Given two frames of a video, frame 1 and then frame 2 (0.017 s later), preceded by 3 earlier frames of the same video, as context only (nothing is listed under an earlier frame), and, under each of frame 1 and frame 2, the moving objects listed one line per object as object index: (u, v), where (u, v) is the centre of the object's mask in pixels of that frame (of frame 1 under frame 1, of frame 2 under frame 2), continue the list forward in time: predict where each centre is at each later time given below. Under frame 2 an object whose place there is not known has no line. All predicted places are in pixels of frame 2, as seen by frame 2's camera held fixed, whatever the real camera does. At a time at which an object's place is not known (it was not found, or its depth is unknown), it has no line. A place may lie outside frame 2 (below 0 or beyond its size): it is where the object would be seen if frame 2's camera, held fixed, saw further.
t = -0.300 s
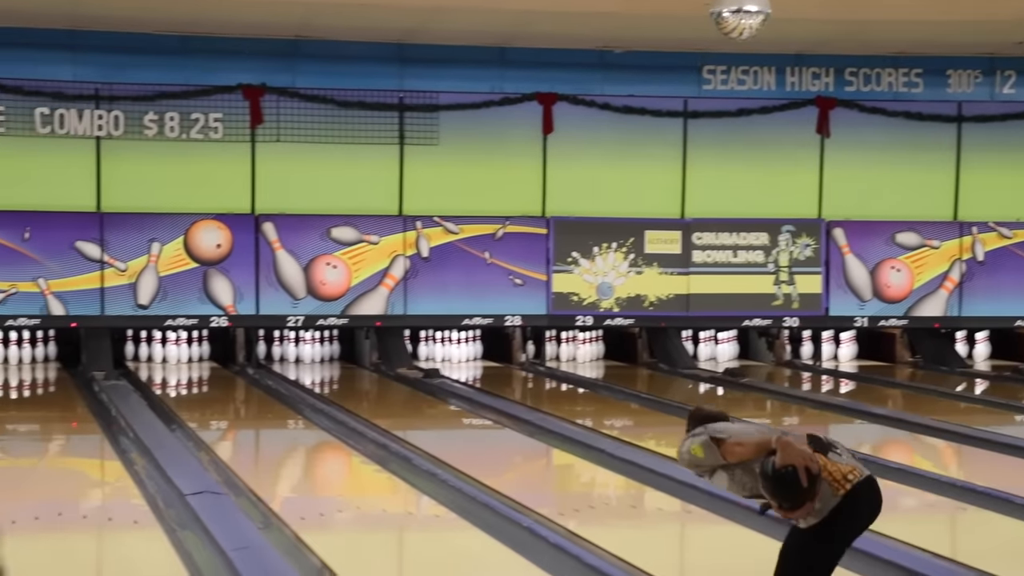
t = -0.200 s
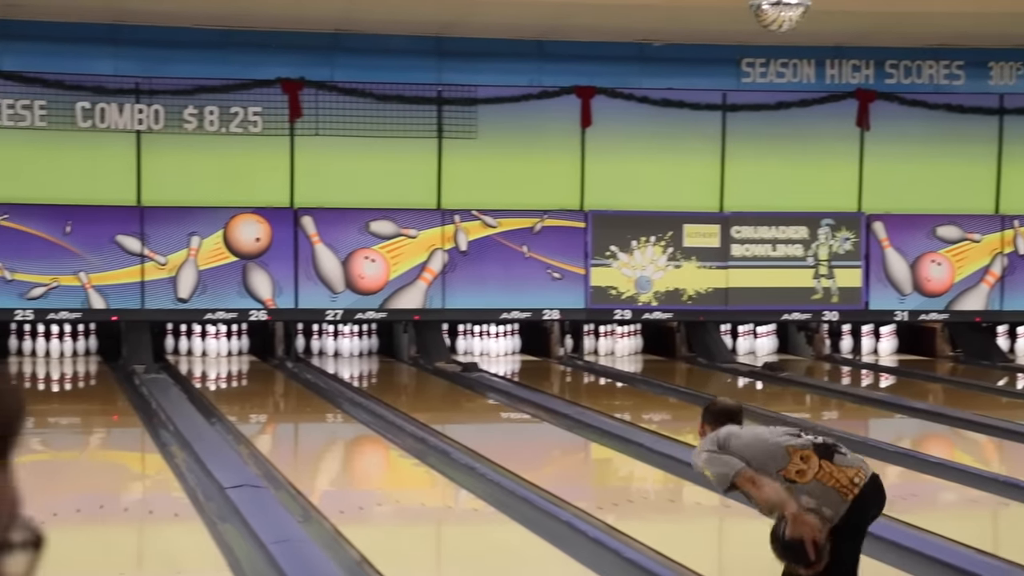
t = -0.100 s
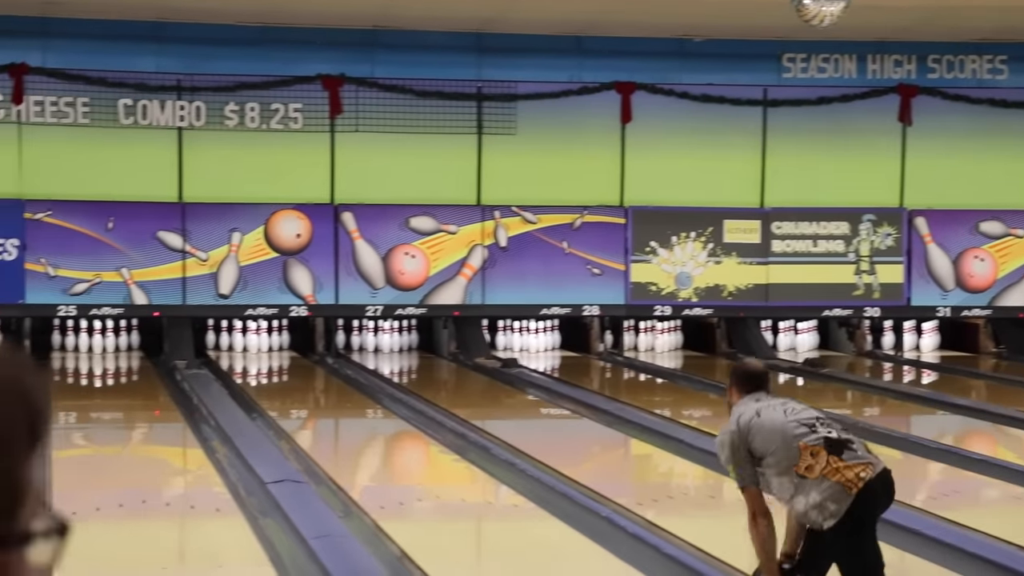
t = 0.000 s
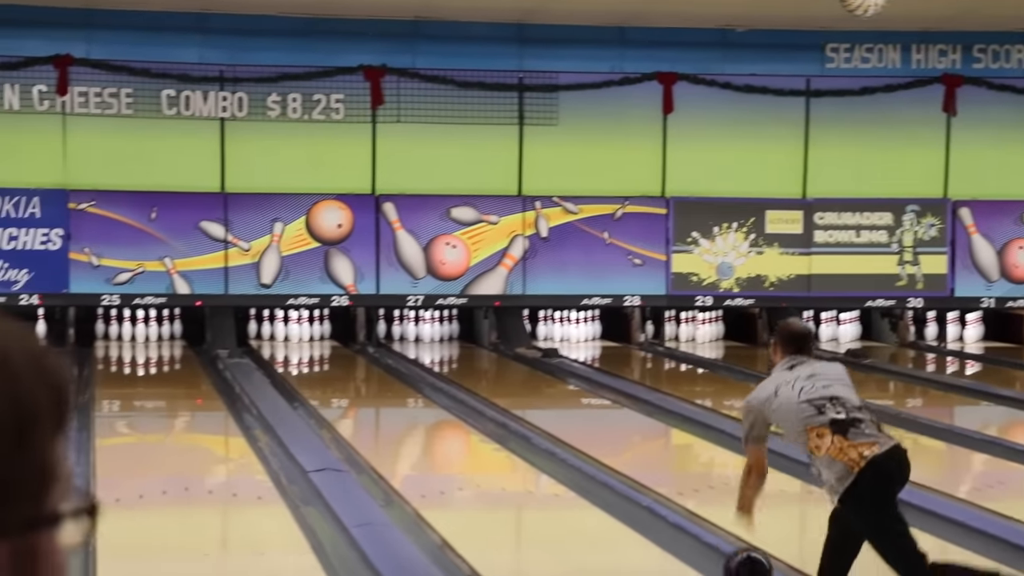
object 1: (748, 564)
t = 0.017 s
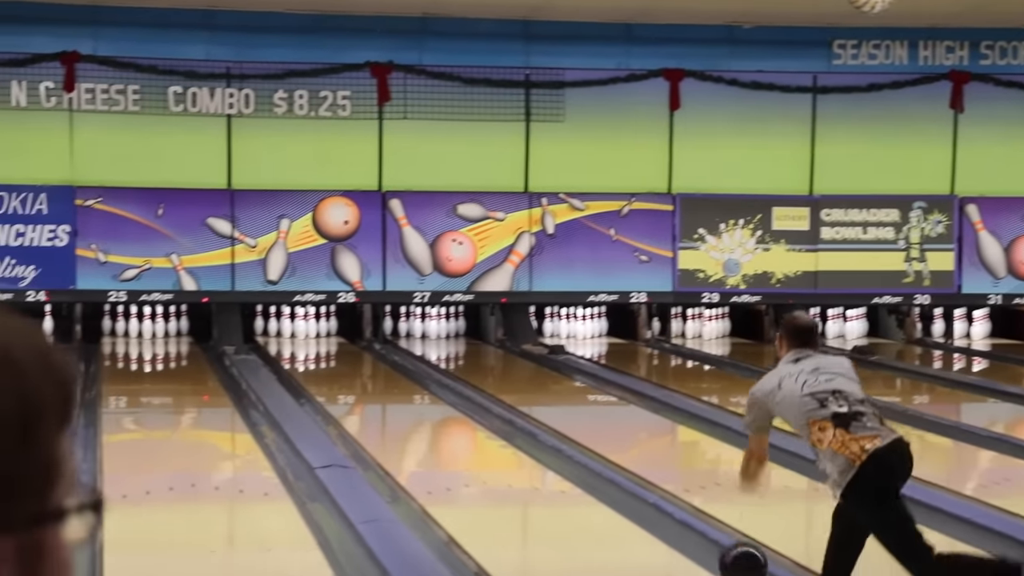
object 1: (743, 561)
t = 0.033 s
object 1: (728, 562)
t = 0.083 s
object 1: (688, 566)
